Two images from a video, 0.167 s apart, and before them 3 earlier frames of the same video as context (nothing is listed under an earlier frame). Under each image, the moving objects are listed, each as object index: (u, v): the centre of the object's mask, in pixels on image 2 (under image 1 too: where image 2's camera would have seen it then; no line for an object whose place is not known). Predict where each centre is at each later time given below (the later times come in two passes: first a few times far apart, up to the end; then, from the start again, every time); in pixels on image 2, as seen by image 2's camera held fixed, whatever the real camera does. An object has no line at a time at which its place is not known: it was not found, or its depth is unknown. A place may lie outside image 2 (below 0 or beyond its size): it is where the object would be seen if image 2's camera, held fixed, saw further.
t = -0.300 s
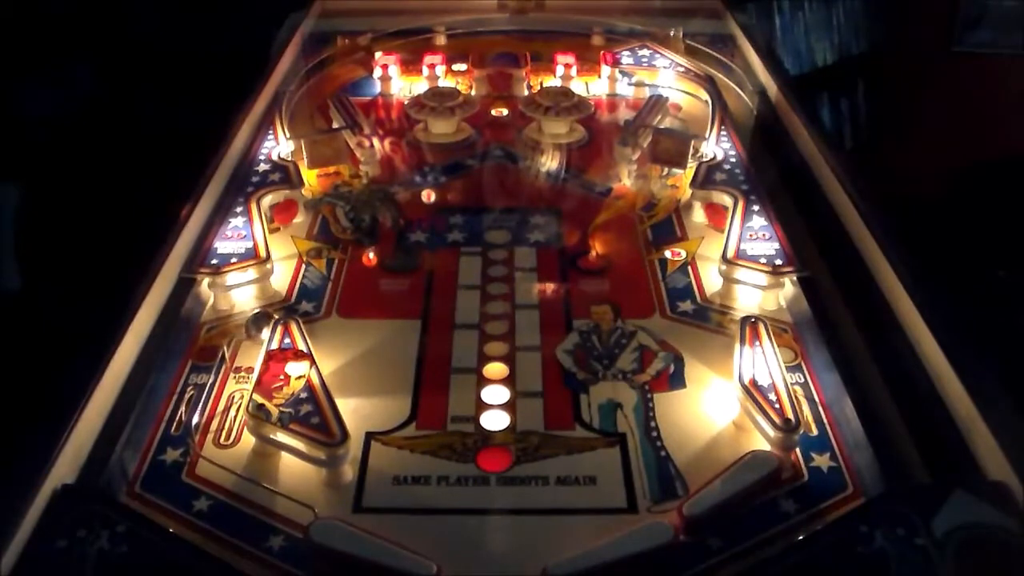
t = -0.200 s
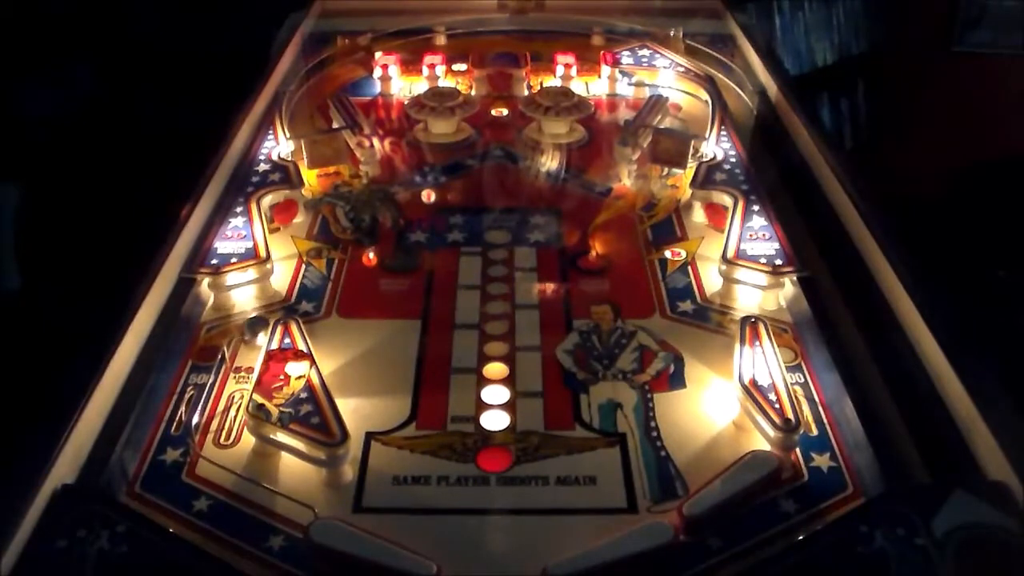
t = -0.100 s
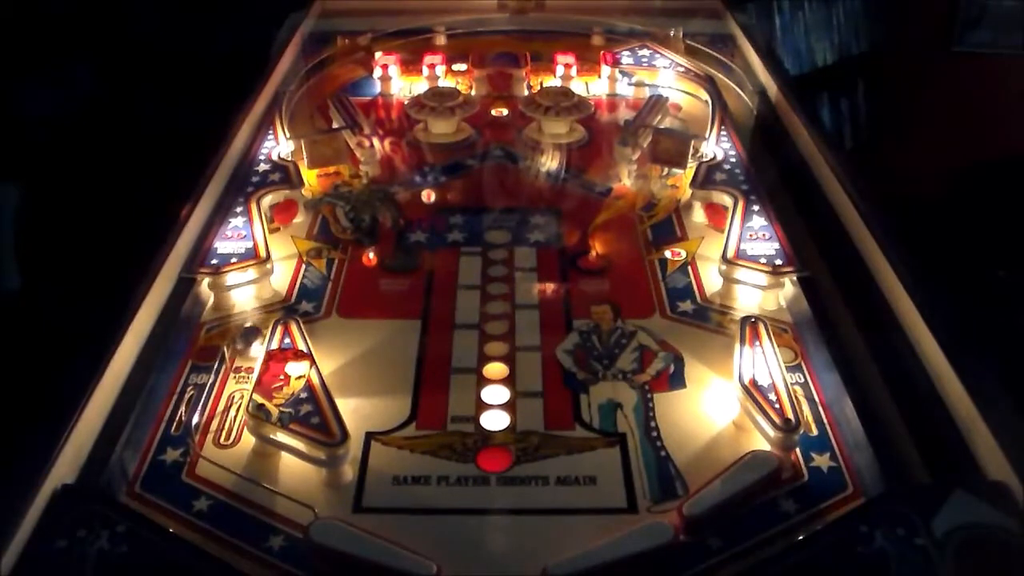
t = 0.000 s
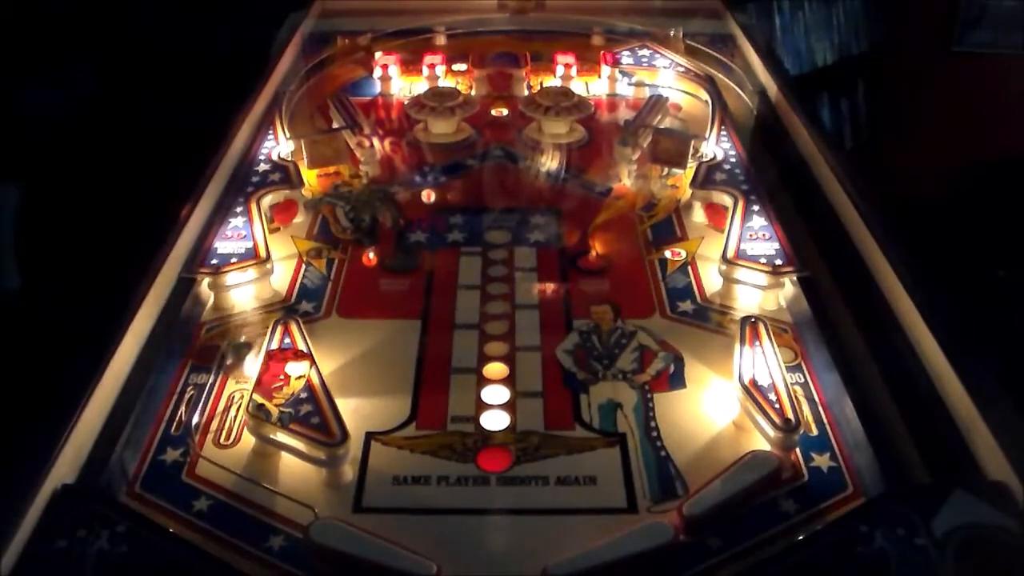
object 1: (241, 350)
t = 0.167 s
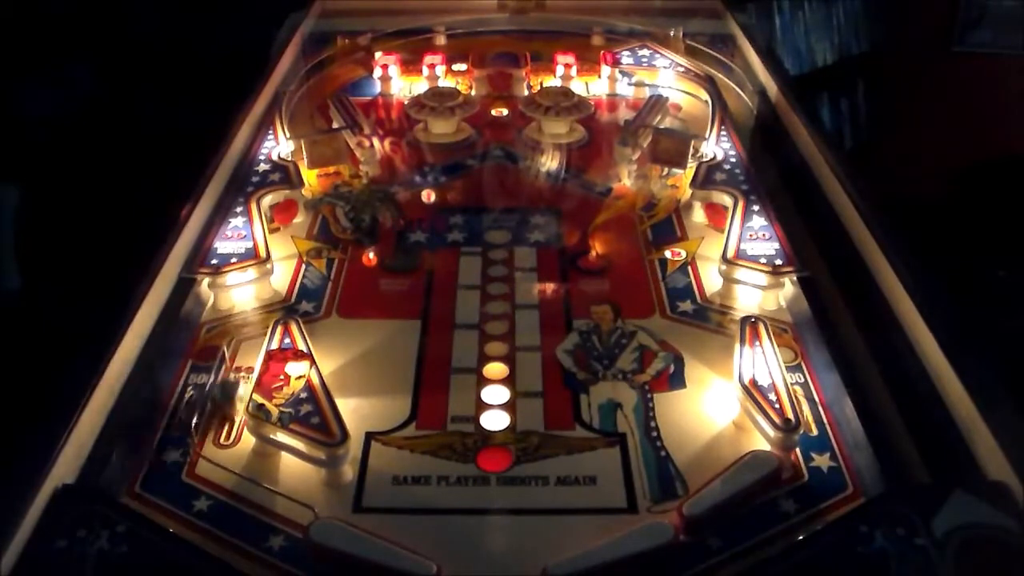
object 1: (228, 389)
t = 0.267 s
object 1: (216, 422)
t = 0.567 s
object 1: (248, 452)
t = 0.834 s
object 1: (286, 472)
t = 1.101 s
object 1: (343, 492)
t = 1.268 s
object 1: (382, 514)
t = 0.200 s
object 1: (226, 399)
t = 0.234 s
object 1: (222, 409)
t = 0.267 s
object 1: (216, 422)
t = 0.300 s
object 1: (211, 432)
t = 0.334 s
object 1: (223, 437)
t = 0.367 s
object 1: (232, 442)
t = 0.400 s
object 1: (233, 445)
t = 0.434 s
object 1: (234, 447)
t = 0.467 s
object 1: (239, 447)
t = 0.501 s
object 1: (241, 448)
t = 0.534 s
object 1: (244, 449)
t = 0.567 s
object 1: (248, 452)
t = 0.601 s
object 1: (251, 454)
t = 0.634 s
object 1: (255, 457)
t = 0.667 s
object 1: (259, 459)
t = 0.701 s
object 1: (264, 461)
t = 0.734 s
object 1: (268, 465)
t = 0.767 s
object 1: (274, 467)
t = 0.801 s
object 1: (280, 469)
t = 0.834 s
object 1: (286, 472)
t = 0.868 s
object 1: (292, 475)
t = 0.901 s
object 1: (299, 477)
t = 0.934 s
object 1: (305, 480)
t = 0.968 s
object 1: (312, 484)
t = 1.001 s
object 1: (319, 487)
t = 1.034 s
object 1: (327, 490)
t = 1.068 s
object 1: (335, 490)
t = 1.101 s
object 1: (343, 492)
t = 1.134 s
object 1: (351, 494)
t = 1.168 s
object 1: (359, 498)
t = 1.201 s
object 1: (366, 502)
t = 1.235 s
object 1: (374, 508)
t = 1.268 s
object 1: (382, 514)
